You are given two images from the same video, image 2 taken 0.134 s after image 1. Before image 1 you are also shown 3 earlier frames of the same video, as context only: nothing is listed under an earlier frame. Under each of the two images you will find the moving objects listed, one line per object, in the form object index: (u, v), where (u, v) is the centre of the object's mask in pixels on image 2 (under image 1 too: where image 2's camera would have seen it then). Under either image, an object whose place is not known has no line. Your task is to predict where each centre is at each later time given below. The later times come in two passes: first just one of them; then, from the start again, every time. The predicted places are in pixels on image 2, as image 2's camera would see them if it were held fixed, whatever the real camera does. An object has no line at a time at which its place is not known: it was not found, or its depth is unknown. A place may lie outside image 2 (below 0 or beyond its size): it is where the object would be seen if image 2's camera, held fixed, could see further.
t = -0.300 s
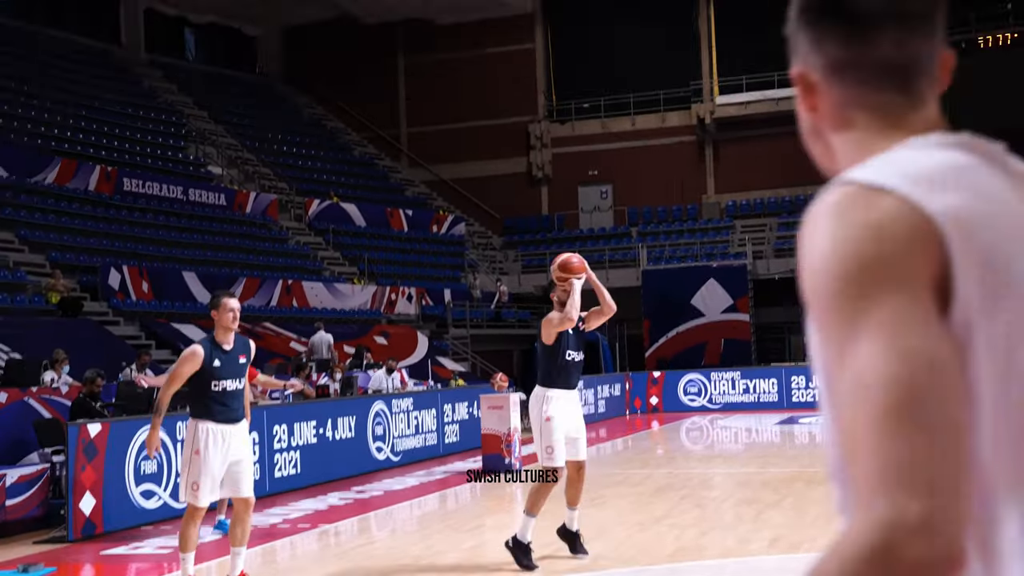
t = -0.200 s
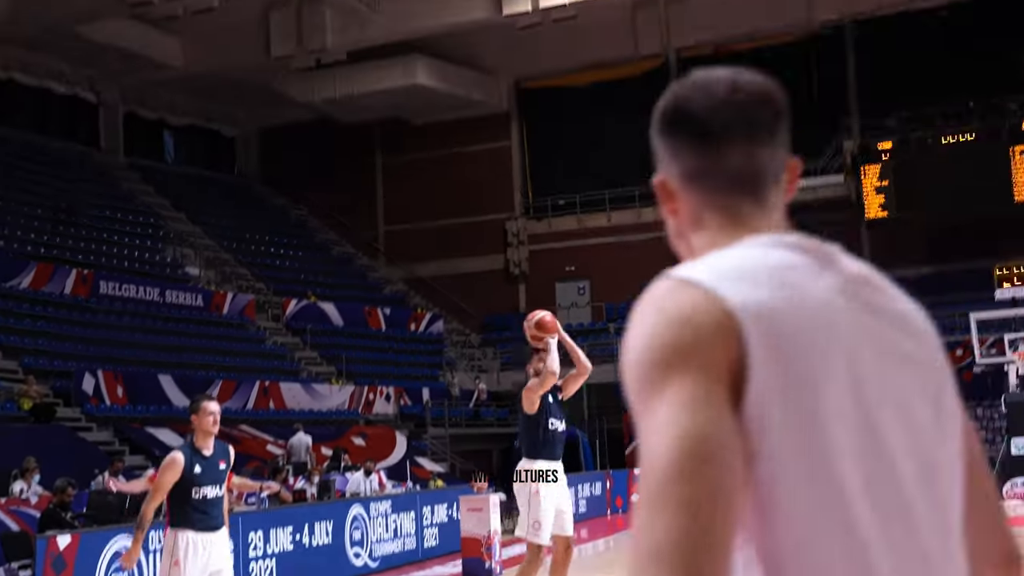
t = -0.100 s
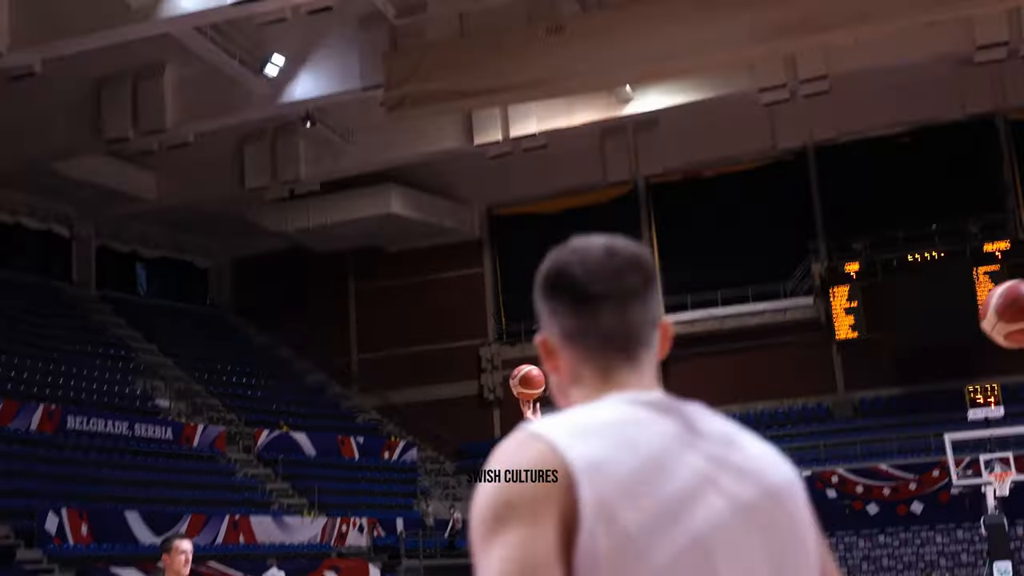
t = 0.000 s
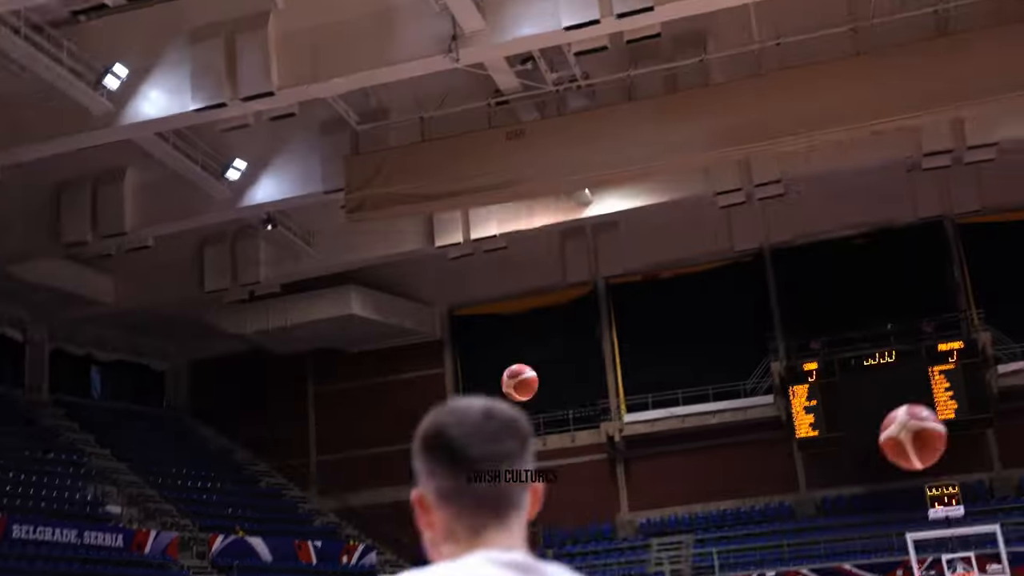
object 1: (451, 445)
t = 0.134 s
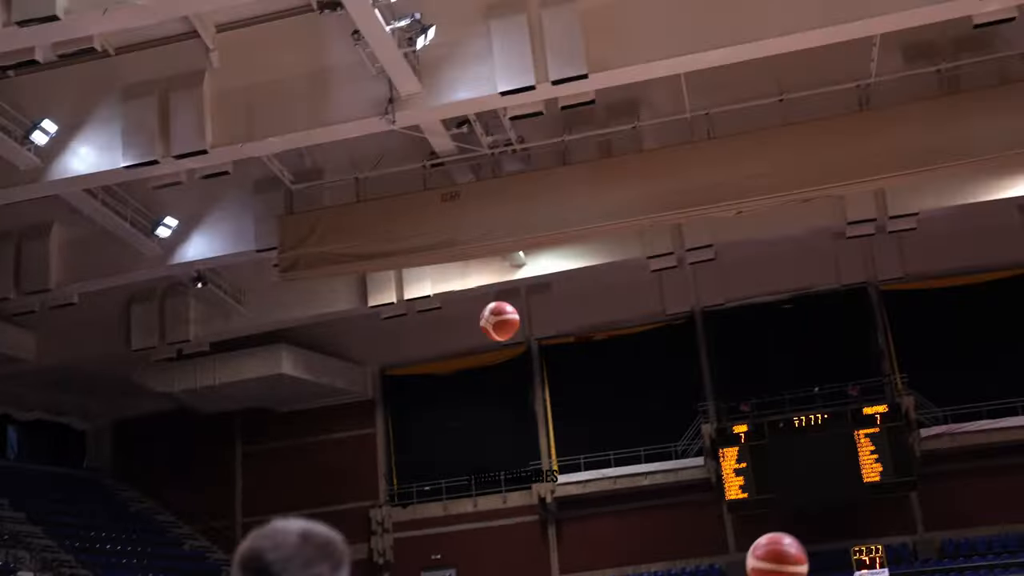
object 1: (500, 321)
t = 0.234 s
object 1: (540, 237)
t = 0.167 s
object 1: (513, 293)
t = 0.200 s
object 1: (525, 264)
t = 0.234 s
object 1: (540, 237)
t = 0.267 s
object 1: (555, 211)
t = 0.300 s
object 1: (569, 186)
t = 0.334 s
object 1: (585, 161)
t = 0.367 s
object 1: (602, 137)
